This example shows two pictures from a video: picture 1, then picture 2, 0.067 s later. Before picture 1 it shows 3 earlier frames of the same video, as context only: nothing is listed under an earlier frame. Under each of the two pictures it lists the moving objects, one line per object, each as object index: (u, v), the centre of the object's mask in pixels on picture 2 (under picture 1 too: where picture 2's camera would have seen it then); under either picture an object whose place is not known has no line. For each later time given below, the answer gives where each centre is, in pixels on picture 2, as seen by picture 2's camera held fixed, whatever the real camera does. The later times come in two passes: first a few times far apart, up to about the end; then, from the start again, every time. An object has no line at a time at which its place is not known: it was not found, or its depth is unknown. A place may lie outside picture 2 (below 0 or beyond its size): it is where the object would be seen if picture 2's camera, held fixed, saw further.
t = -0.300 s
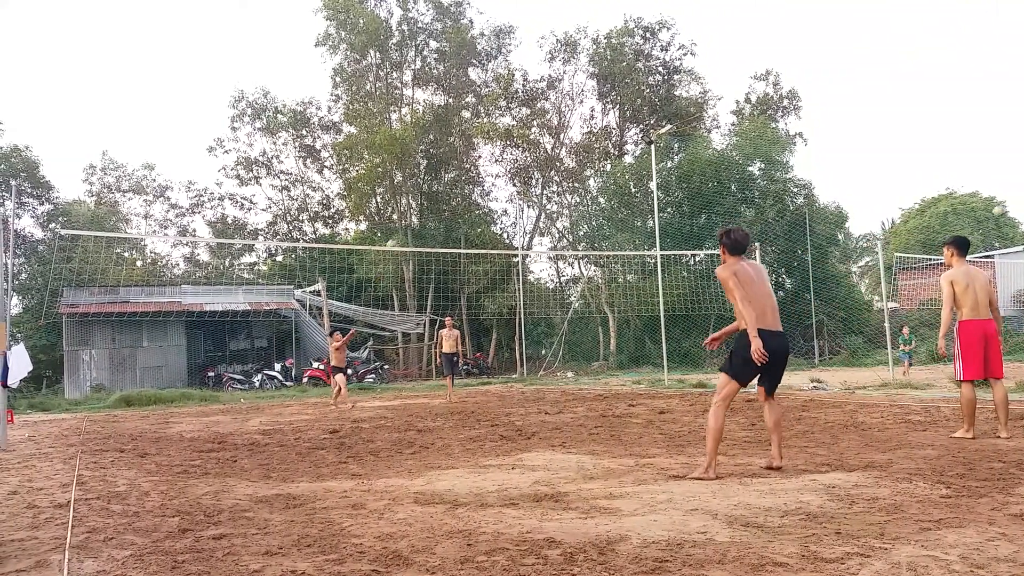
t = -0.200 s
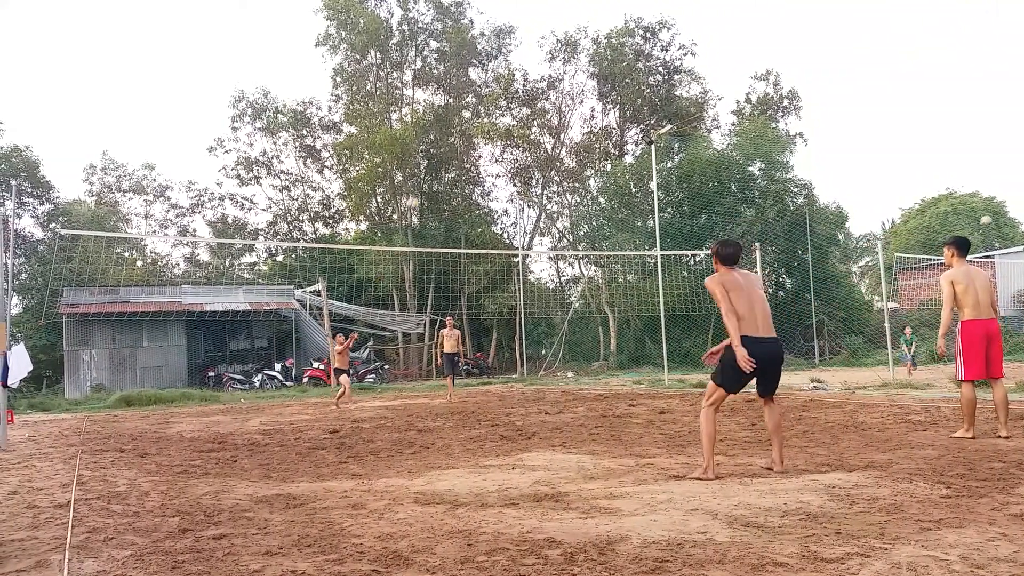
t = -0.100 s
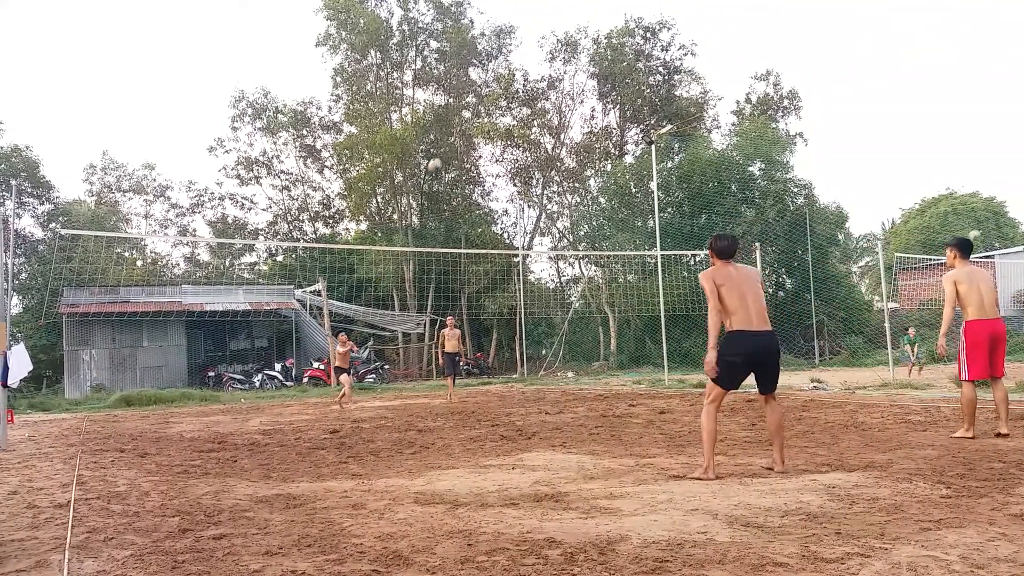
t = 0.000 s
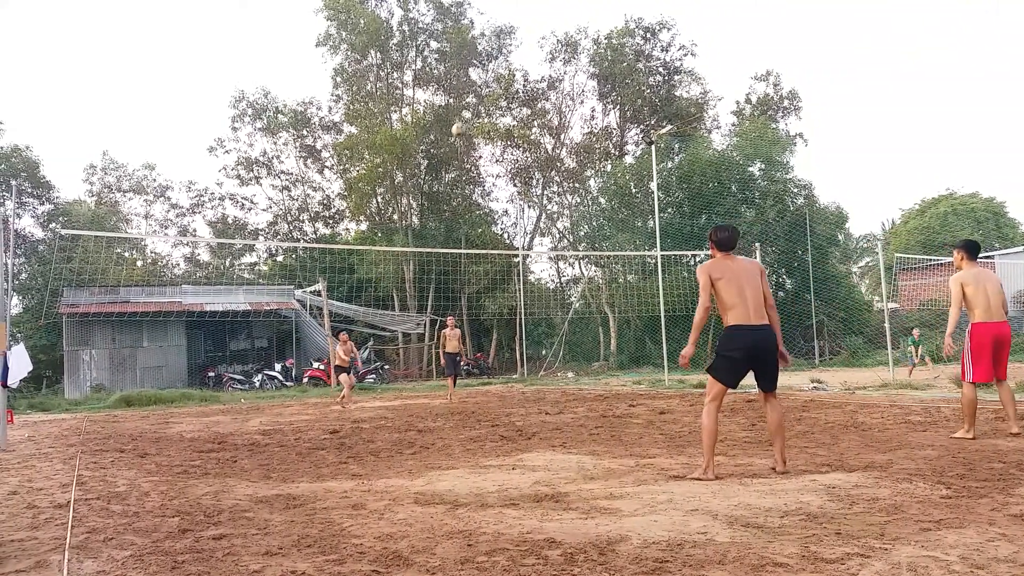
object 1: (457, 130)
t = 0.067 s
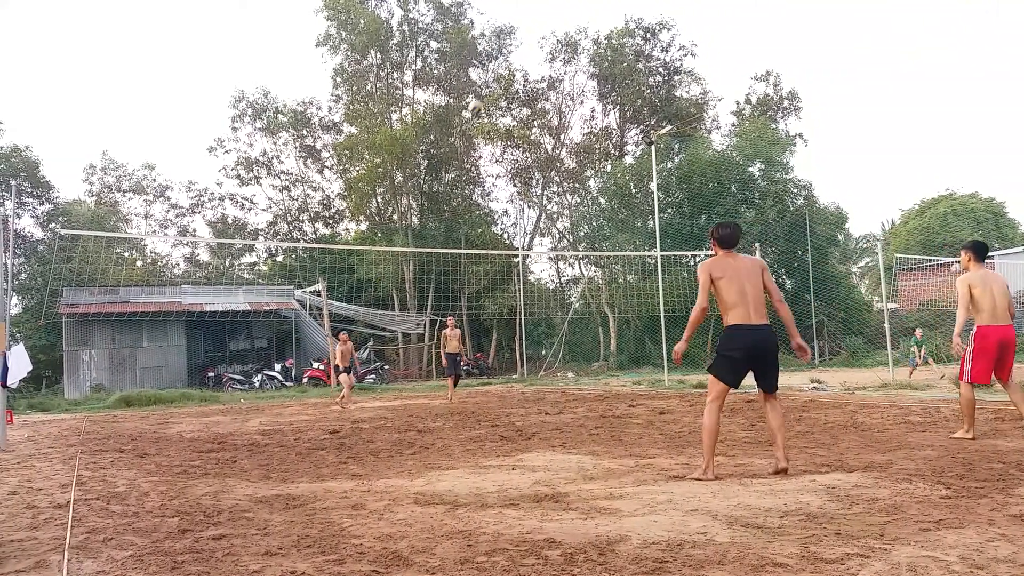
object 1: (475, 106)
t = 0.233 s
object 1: (521, 61)
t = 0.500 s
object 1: (609, 18)
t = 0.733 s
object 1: (703, 18)
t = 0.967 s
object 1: (825, 70)
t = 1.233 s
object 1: (1009, 220)
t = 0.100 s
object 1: (483, 96)
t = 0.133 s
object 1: (491, 88)
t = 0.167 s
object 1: (504, 79)
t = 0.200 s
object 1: (512, 70)
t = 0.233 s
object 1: (521, 61)
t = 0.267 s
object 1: (532, 54)
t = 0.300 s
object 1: (542, 47)
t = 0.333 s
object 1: (551, 41)
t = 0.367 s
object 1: (562, 35)
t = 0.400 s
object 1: (573, 29)
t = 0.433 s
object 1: (585, 25)
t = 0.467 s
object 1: (596, 22)
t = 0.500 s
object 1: (609, 18)
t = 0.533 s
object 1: (621, 16)
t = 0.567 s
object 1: (633, 15)
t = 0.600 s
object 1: (646, 14)
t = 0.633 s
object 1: (659, 13)
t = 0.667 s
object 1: (673, 14)
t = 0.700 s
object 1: (688, 16)
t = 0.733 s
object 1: (703, 18)
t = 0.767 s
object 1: (718, 23)
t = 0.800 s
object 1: (734, 28)
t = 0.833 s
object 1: (751, 34)
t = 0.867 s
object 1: (768, 41)
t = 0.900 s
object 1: (787, 49)
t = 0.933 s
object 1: (806, 59)
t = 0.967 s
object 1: (825, 70)
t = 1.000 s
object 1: (845, 83)
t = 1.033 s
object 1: (865, 97)
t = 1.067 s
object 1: (887, 113)
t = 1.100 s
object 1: (909, 130)
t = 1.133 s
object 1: (933, 149)
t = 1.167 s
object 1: (957, 171)
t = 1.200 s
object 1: (982, 194)
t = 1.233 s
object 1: (1009, 220)
